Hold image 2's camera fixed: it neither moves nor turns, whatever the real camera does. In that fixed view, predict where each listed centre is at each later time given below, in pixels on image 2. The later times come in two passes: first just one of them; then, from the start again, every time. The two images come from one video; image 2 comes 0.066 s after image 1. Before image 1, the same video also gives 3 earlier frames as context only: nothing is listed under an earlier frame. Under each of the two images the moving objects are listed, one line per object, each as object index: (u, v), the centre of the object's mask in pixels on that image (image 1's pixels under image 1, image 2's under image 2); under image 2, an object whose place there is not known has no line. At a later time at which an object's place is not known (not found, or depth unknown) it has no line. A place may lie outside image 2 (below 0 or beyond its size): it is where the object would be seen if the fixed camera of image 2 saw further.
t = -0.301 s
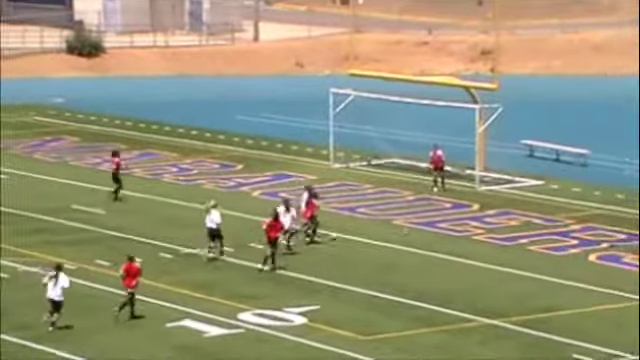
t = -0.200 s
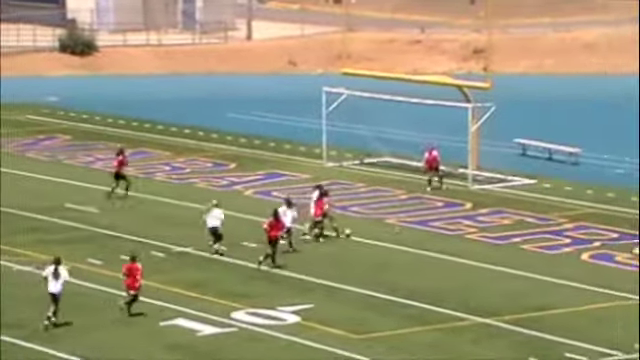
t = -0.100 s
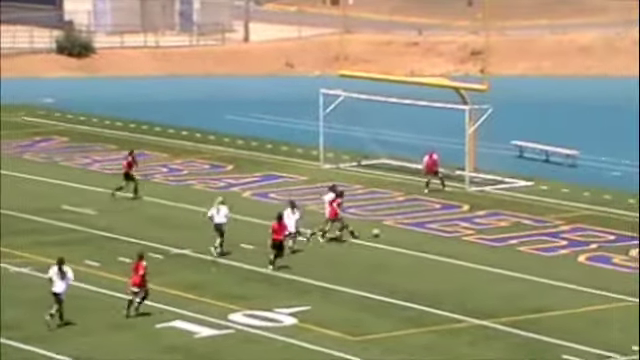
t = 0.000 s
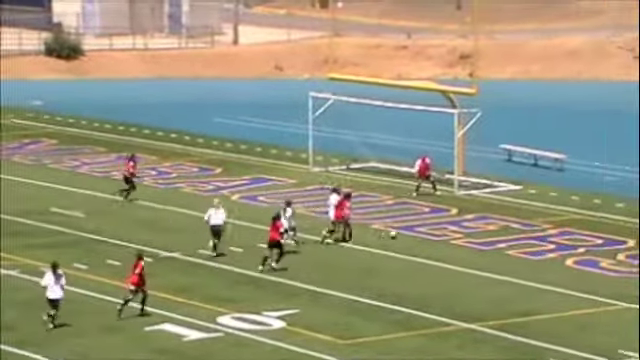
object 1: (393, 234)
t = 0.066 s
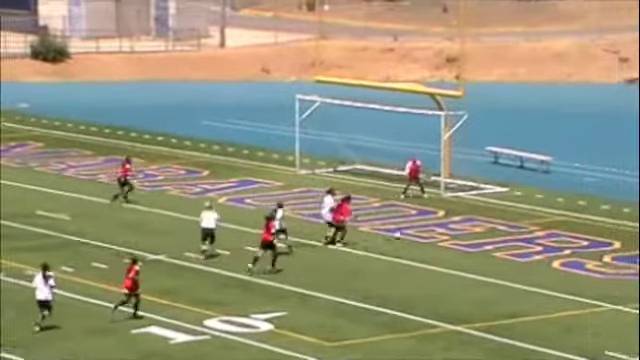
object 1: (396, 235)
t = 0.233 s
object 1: (440, 232)
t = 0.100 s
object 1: (405, 235)
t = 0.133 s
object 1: (416, 235)
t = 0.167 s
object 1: (423, 233)
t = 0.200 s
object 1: (431, 232)
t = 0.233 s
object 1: (440, 232)
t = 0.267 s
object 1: (448, 232)
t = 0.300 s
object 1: (456, 233)
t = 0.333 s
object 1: (464, 232)
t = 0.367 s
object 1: (473, 231)
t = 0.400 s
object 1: (479, 230)
